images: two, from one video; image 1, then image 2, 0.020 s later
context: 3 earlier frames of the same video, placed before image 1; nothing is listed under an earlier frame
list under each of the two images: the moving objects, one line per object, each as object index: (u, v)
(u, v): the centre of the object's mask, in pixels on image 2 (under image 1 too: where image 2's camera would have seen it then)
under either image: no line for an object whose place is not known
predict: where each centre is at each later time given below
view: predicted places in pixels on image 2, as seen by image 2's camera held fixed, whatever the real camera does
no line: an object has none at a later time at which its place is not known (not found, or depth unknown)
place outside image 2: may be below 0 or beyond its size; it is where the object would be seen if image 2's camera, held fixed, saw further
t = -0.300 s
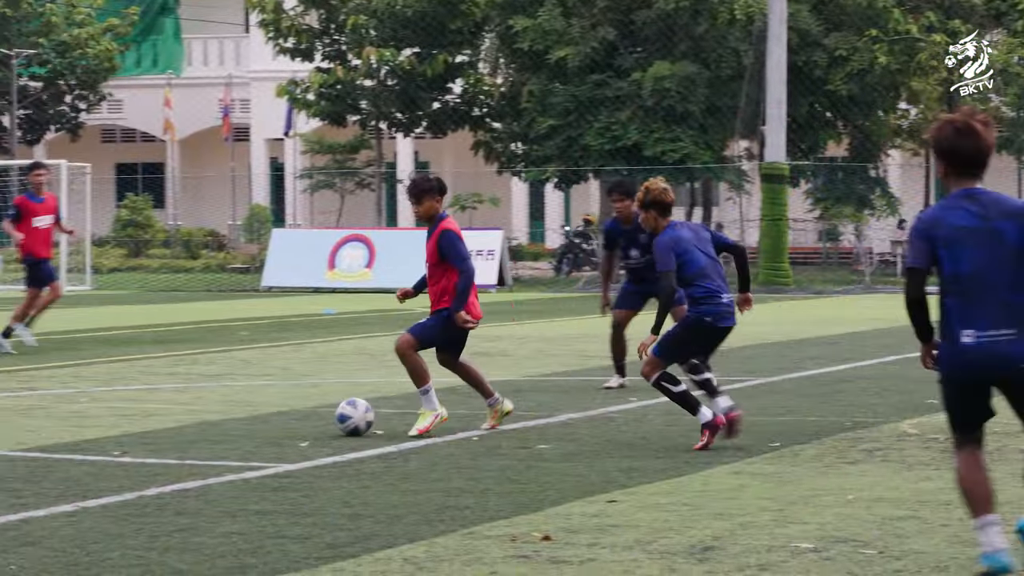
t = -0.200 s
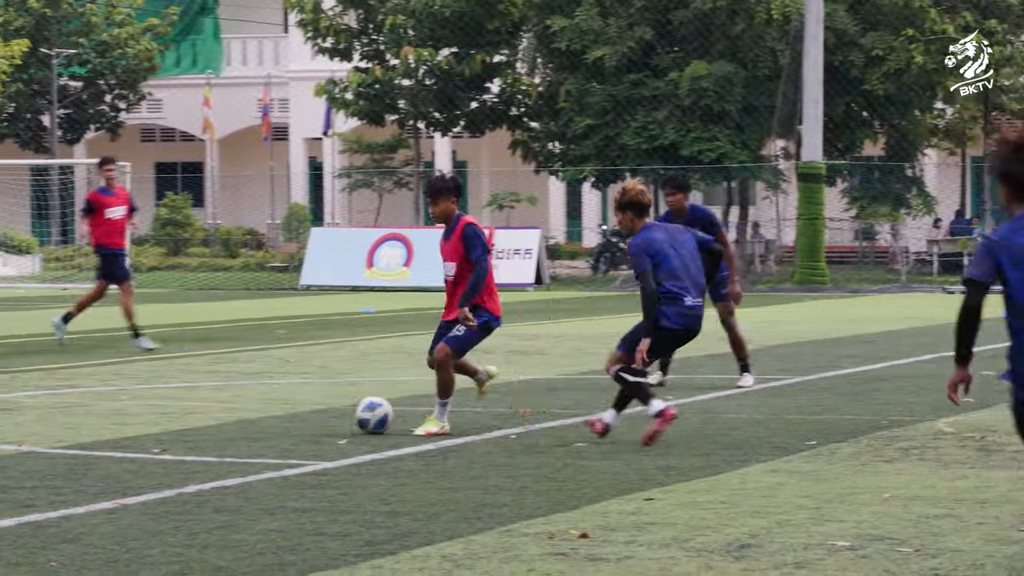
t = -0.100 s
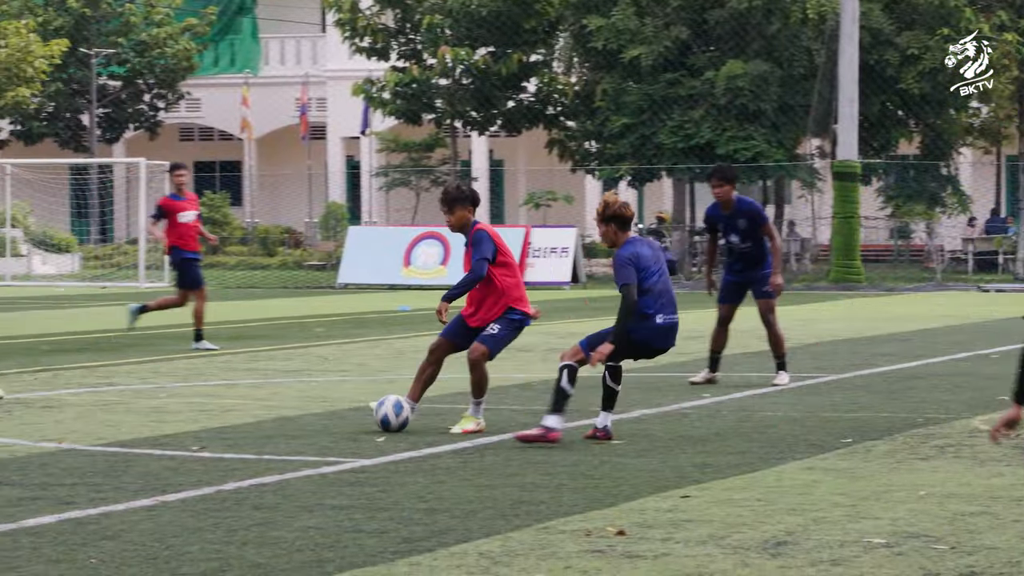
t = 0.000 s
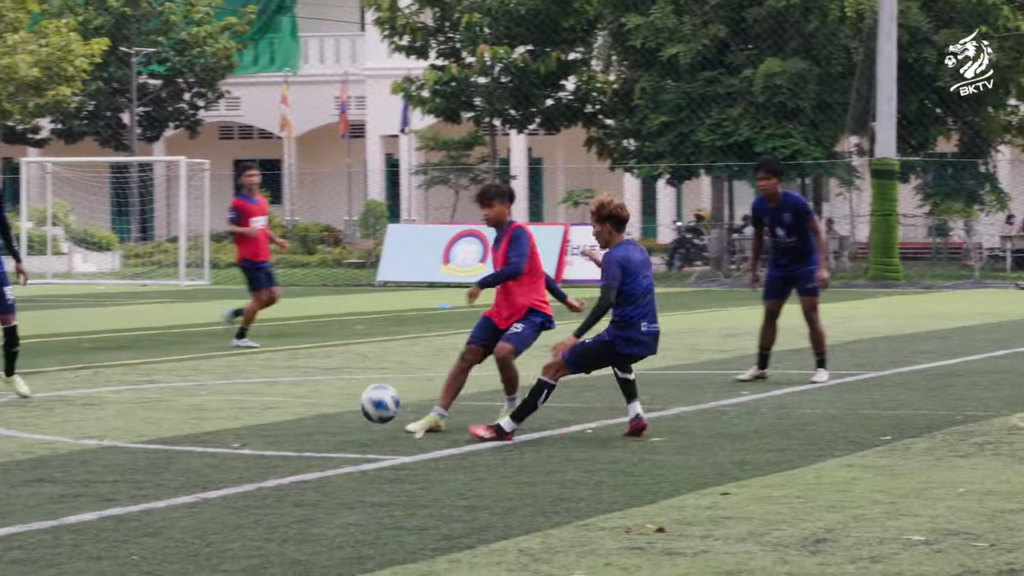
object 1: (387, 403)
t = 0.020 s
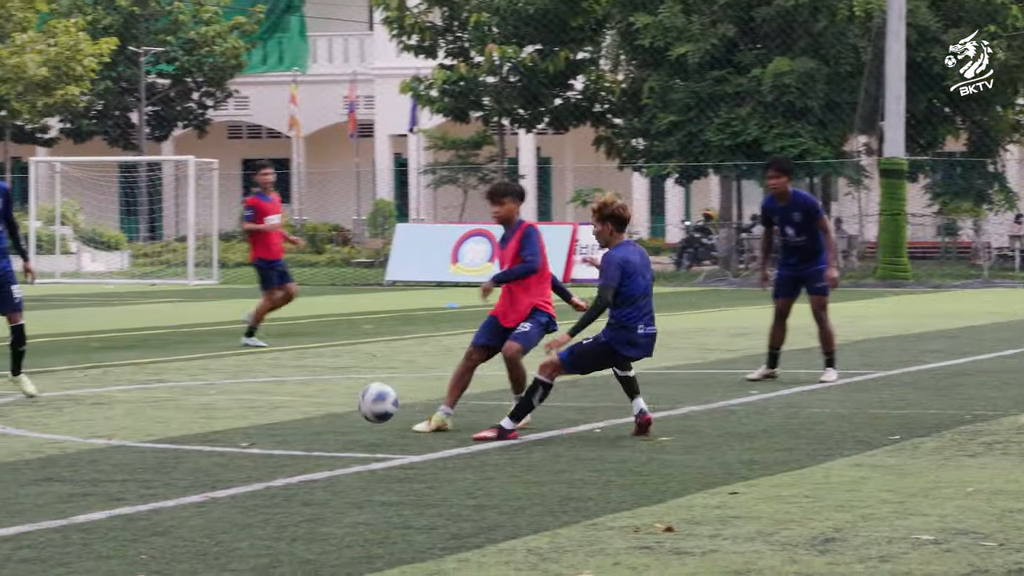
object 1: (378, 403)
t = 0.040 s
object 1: (368, 404)
